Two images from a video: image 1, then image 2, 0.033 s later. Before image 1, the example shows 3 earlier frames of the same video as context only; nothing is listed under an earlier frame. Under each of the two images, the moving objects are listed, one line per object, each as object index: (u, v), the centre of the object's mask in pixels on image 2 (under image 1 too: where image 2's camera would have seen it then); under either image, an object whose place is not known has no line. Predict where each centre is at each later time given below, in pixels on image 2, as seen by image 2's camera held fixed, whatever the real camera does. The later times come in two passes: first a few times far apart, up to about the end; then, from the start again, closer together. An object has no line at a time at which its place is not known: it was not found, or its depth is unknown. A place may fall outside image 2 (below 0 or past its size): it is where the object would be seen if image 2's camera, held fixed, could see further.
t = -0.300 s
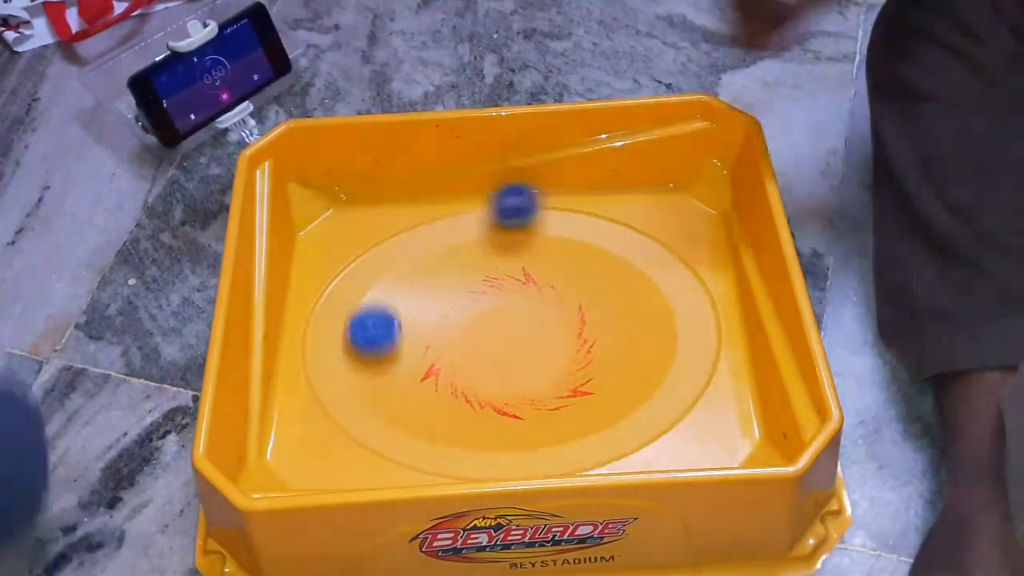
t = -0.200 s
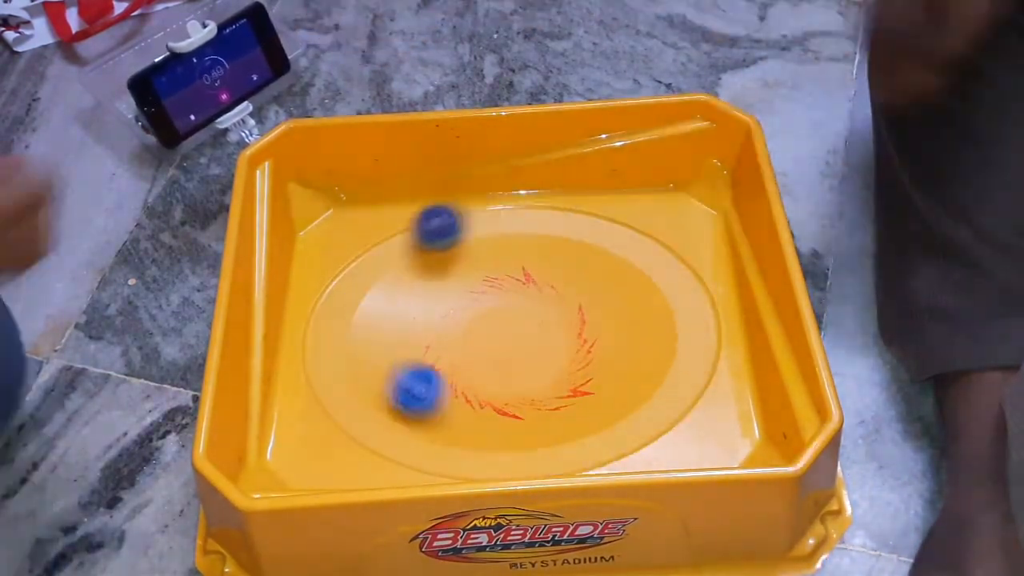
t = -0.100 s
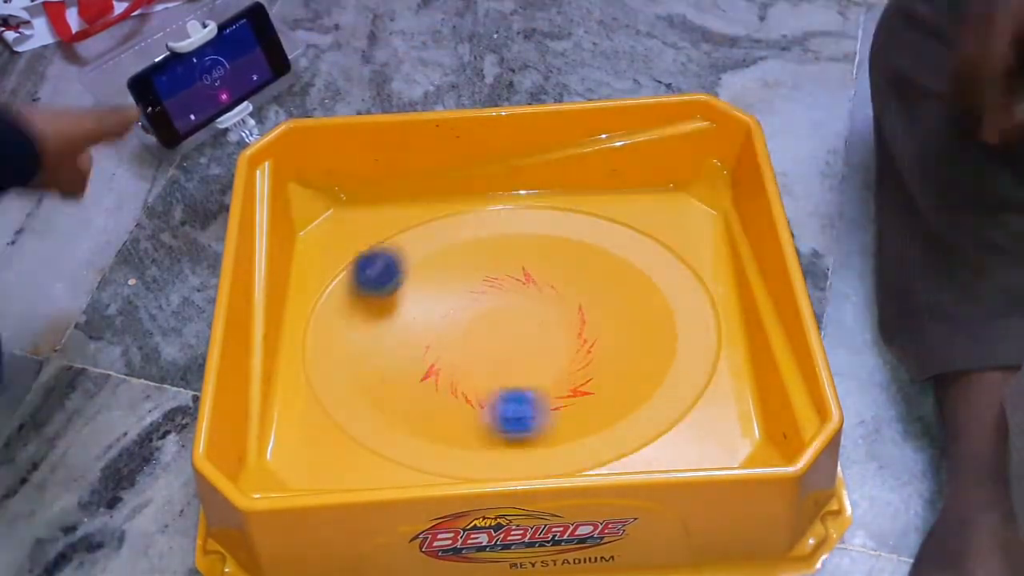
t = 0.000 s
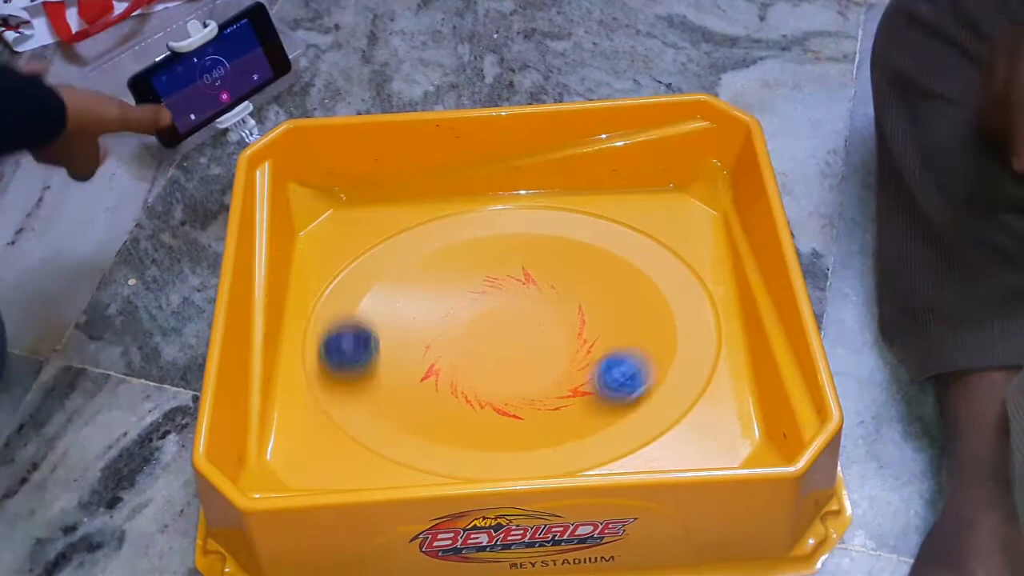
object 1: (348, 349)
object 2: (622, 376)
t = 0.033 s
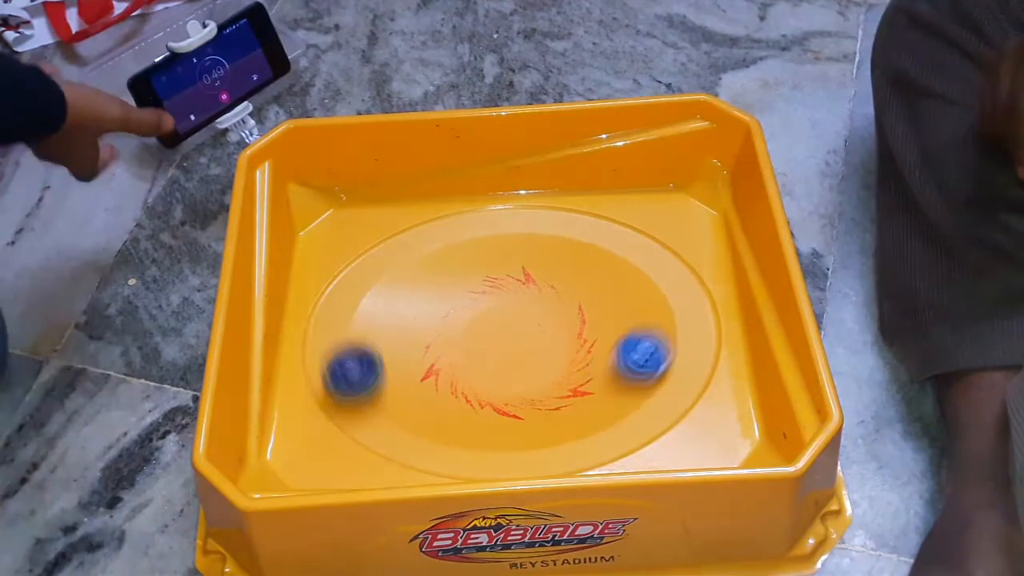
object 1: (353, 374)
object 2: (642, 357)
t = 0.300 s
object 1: (551, 453)
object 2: (629, 223)
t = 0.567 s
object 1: (690, 326)
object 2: (552, 212)
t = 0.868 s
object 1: (553, 203)
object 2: (429, 315)
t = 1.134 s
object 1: (373, 265)
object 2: (561, 405)
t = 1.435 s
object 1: (416, 438)
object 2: (628, 276)
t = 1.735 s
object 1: (648, 406)
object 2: (439, 320)
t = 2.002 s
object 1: (662, 252)
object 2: (529, 417)
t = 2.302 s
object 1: (468, 219)
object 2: (605, 302)
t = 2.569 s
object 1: (360, 366)
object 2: (438, 302)
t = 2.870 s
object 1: (556, 449)
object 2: (478, 416)
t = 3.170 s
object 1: (660, 291)
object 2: (576, 316)
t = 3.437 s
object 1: (516, 201)
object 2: (444, 283)
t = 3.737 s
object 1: (353, 291)
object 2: (442, 385)
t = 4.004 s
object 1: (405, 433)
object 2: (561, 348)
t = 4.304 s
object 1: (621, 420)
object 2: (508, 266)
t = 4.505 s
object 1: (680, 318)
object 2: (434, 314)
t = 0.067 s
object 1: (363, 397)
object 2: (655, 334)
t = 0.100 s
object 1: (378, 418)
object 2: (661, 311)
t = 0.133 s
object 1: (397, 436)
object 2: (659, 288)
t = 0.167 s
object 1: (420, 451)
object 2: (652, 268)
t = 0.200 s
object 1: (447, 458)
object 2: (645, 252)
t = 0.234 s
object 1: (483, 458)
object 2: (640, 239)
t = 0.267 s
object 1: (519, 456)
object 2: (635, 230)
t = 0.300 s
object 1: (551, 453)
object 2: (629, 223)
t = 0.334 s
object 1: (582, 448)
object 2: (622, 217)
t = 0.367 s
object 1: (610, 438)
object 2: (611, 215)
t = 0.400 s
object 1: (633, 424)
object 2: (601, 212)
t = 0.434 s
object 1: (653, 408)
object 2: (592, 210)
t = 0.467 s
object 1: (669, 389)
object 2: (582, 209)
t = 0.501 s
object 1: (682, 368)
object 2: (572, 209)
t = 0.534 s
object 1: (688, 347)
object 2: (562, 210)
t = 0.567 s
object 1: (690, 326)
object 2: (552, 212)
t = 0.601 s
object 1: (688, 304)
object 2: (542, 215)
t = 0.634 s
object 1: (682, 284)
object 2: (532, 219)
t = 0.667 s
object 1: (671, 265)
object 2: (522, 224)
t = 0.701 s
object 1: (658, 248)
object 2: (509, 232)
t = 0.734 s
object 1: (641, 233)
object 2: (491, 245)
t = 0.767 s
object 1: (622, 222)
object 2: (470, 260)
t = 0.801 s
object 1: (600, 212)
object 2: (450, 276)
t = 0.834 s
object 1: (578, 206)
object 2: (436, 295)
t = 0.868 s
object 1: (553, 203)
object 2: (429, 315)
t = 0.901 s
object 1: (529, 202)
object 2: (429, 336)
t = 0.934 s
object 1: (504, 203)
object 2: (434, 355)
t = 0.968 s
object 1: (479, 207)
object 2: (443, 373)
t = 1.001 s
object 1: (455, 213)
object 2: (460, 388)
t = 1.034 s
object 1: (432, 222)
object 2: (480, 400)
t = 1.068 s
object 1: (410, 235)
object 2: (506, 406)
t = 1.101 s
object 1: (391, 248)
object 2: (534, 408)
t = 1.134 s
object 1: (373, 265)
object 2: (561, 405)
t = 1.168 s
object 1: (360, 283)
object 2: (589, 397)
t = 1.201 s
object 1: (350, 304)
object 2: (612, 386)
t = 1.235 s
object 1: (344, 326)
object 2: (631, 372)
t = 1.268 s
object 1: (345, 348)
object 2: (645, 356)
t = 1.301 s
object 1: (350, 371)
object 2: (654, 338)
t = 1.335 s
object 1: (360, 391)
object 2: (656, 320)
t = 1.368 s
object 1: (374, 409)
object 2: (653, 303)
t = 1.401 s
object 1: (393, 426)
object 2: (643, 289)
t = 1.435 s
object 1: (416, 438)
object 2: (628, 276)
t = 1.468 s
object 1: (439, 448)
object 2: (609, 266)
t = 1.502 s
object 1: (468, 454)
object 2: (587, 260)
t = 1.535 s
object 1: (496, 455)
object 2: (563, 258)
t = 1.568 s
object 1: (525, 454)
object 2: (536, 259)
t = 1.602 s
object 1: (554, 451)
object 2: (511, 265)
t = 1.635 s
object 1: (581, 445)
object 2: (487, 274)
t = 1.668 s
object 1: (607, 434)
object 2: (466, 286)
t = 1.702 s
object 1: (629, 422)
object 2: (450, 302)
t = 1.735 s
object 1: (648, 406)
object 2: (439, 320)
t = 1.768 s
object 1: (664, 389)
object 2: (433, 337)
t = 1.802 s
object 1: (677, 369)
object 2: (431, 355)
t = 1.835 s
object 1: (685, 350)
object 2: (434, 373)
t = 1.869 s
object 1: (688, 329)
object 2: (443, 388)
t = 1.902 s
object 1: (688, 308)
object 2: (458, 402)
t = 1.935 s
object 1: (683, 287)
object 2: (478, 412)
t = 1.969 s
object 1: (674, 270)
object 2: (503, 417)
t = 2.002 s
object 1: (662, 252)
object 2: (529, 417)
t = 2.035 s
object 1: (648, 237)
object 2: (555, 414)
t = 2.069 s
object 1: (630, 224)
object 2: (580, 406)
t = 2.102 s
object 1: (610, 213)
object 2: (600, 394)
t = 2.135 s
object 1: (588, 207)
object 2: (616, 379)
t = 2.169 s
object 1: (563, 205)
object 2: (625, 363)
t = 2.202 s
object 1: (539, 205)
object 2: (628, 346)
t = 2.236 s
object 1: (514, 207)
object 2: (625, 329)
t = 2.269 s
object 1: (491, 212)
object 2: (617, 314)
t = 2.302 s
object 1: (468, 219)
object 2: (605, 302)
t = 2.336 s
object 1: (447, 227)
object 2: (588, 291)
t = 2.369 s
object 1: (427, 238)
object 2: (568, 282)
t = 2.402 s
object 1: (407, 252)
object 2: (547, 277)
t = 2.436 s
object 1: (388, 271)
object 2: (524, 276)
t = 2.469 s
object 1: (370, 294)
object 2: (500, 278)
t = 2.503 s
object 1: (359, 318)
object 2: (477, 283)
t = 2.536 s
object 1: (356, 342)
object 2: (456, 291)
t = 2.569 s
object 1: (360, 366)
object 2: (438, 302)
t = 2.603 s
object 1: (372, 389)
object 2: (424, 315)
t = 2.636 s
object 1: (390, 409)
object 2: (413, 330)
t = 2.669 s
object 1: (408, 426)
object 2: (407, 346)
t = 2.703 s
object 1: (429, 441)
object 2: (405, 361)
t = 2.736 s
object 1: (451, 452)
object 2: (409, 377)
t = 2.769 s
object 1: (476, 456)
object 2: (418, 391)
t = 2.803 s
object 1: (503, 457)
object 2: (434, 403)
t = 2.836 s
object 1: (531, 454)
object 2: (454, 412)
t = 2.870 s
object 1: (556, 449)
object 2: (478, 416)
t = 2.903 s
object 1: (581, 441)
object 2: (503, 415)
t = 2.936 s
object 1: (603, 429)
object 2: (527, 410)
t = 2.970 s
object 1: (622, 414)
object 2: (548, 402)
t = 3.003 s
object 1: (637, 398)
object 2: (565, 390)
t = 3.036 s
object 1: (650, 379)
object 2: (577, 376)
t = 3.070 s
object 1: (660, 359)
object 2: (584, 360)
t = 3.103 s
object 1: (667, 336)
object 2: (585, 346)
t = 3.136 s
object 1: (667, 313)
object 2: (581, 331)
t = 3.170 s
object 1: (660, 291)
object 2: (576, 316)
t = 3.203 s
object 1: (647, 269)
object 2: (566, 303)
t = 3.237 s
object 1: (631, 252)
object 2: (554, 293)
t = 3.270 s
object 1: (614, 238)
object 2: (539, 284)
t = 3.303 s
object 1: (597, 225)
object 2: (521, 277)
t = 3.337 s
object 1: (579, 215)
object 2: (503, 274)
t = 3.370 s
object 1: (560, 208)
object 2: (482, 274)
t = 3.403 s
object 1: (539, 202)
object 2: (462, 277)
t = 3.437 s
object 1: (516, 201)
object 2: (444, 283)
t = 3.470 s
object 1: (494, 203)
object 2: (428, 292)
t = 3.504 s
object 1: (472, 207)
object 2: (415, 304)
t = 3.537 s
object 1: (451, 213)
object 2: (407, 315)
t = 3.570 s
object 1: (430, 221)
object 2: (402, 329)
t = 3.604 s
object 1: (410, 232)
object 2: (402, 342)
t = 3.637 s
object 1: (392, 243)
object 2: (406, 355)
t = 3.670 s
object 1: (377, 257)
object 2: (414, 366)
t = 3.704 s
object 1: (363, 274)
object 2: (427, 376)
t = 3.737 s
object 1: (353, 291)
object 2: (442, 385)
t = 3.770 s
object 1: (345, 310)
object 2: (461, 390)
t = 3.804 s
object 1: (342, 330)
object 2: (480, 392)
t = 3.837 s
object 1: (343, 349)
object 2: (500, 390)
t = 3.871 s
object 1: (348, 369)
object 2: (519, 386)
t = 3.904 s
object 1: (357, 388)
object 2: (535, 377)
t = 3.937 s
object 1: (369, 405)
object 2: (547, 367)
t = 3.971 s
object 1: (385, 420)
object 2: (555, 358)
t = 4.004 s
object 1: (405, 433)
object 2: (561, 348)
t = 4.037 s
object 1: (428, 443)
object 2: (566, 339)
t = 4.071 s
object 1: (452, 450)
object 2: (568, 328)
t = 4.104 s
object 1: (477, 452)
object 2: (568, 315)
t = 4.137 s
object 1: (503, 453)
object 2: (566, 303)
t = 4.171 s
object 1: (528, 451)
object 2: (562, 292)
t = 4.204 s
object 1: (553, 448)
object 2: (552, 281)
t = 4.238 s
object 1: (579, 442)
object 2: (541, 274)
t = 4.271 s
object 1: (600, 432)
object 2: (526, 268)
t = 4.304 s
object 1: (621, 420)
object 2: (508, 266)
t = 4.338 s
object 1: (638, 405)
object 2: (492, 267)
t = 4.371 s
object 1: (654, 389)
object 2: (475, 271)
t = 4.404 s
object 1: (665, 372)
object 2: (459, 278)
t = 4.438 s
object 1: (679, 336)
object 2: (438, 301)
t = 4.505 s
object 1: (680, 318)
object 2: (434, 314)
